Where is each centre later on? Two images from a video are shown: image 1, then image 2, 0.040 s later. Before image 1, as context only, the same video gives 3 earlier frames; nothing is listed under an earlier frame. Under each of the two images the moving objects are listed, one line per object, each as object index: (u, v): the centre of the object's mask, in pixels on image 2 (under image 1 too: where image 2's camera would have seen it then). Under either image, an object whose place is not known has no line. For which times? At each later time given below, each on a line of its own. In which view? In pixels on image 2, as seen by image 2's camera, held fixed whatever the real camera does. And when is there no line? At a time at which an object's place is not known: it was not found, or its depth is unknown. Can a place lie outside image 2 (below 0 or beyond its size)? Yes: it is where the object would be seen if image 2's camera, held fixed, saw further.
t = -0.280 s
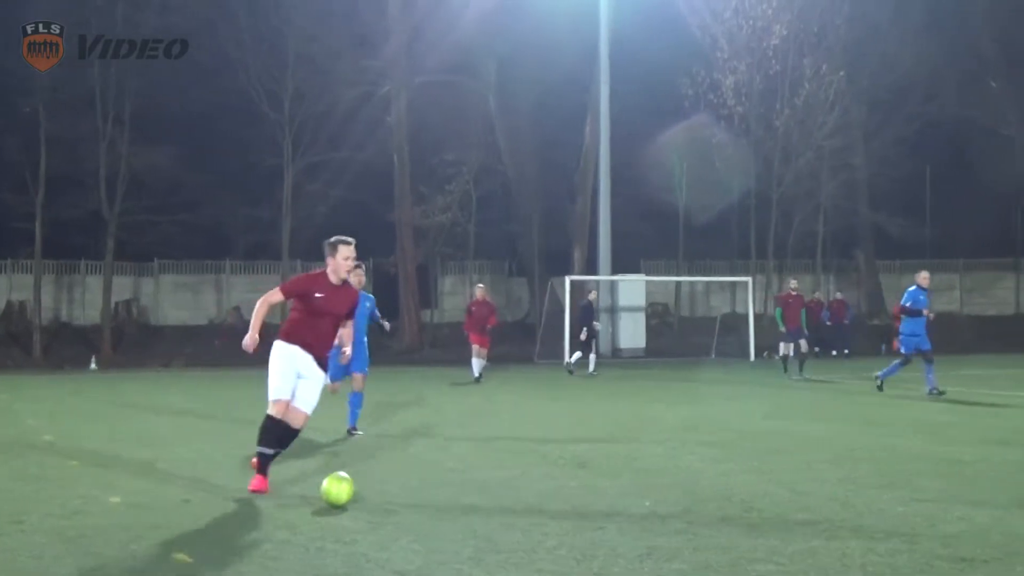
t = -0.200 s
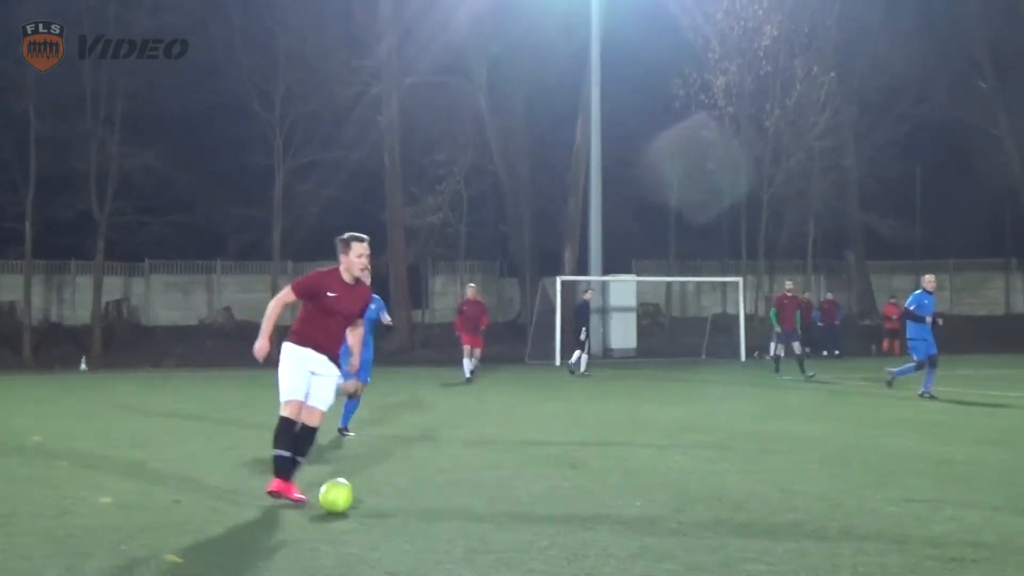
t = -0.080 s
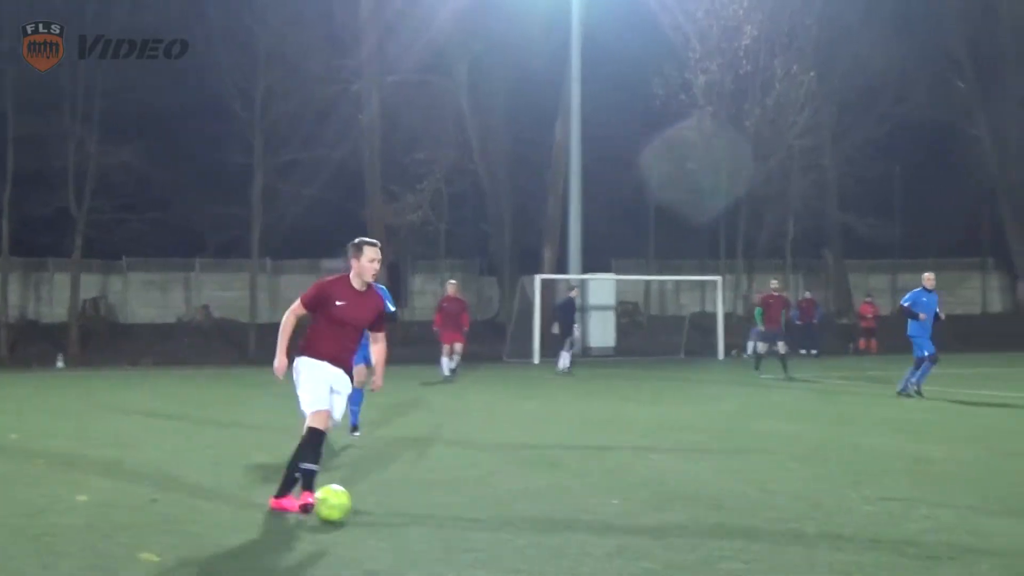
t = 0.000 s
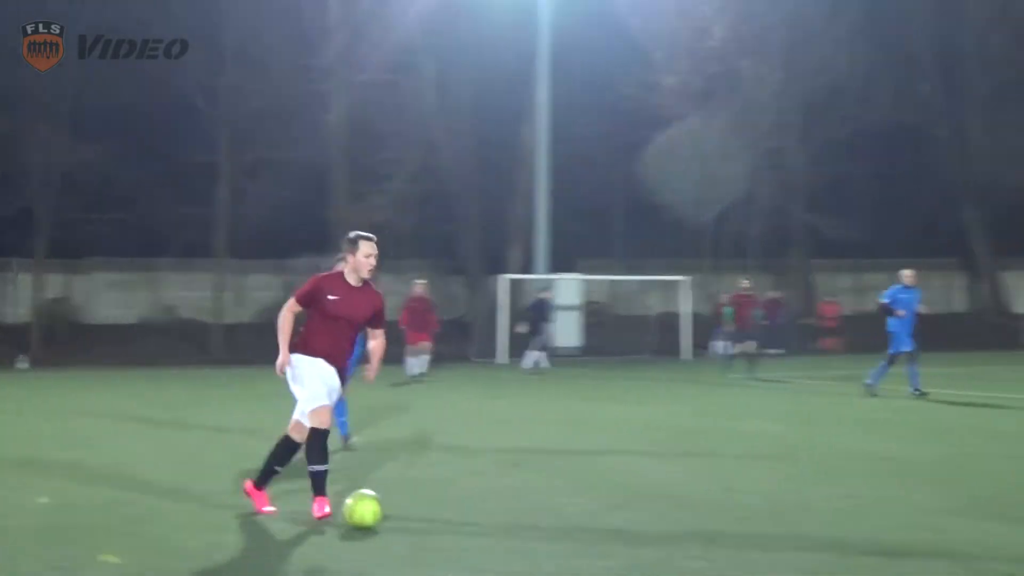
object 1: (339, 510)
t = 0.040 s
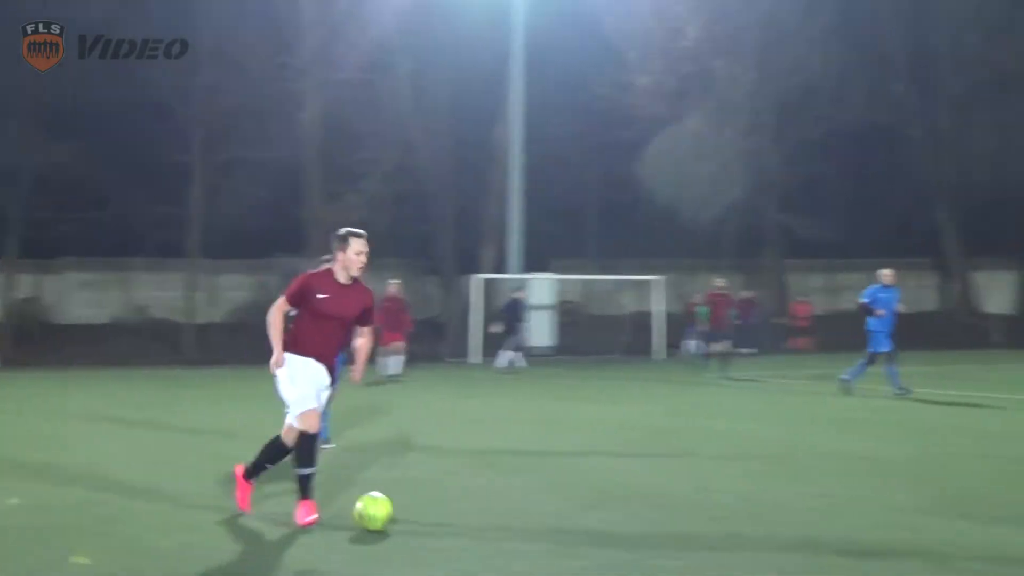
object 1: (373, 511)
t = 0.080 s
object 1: (407, 513)
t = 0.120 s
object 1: (440, 514)
